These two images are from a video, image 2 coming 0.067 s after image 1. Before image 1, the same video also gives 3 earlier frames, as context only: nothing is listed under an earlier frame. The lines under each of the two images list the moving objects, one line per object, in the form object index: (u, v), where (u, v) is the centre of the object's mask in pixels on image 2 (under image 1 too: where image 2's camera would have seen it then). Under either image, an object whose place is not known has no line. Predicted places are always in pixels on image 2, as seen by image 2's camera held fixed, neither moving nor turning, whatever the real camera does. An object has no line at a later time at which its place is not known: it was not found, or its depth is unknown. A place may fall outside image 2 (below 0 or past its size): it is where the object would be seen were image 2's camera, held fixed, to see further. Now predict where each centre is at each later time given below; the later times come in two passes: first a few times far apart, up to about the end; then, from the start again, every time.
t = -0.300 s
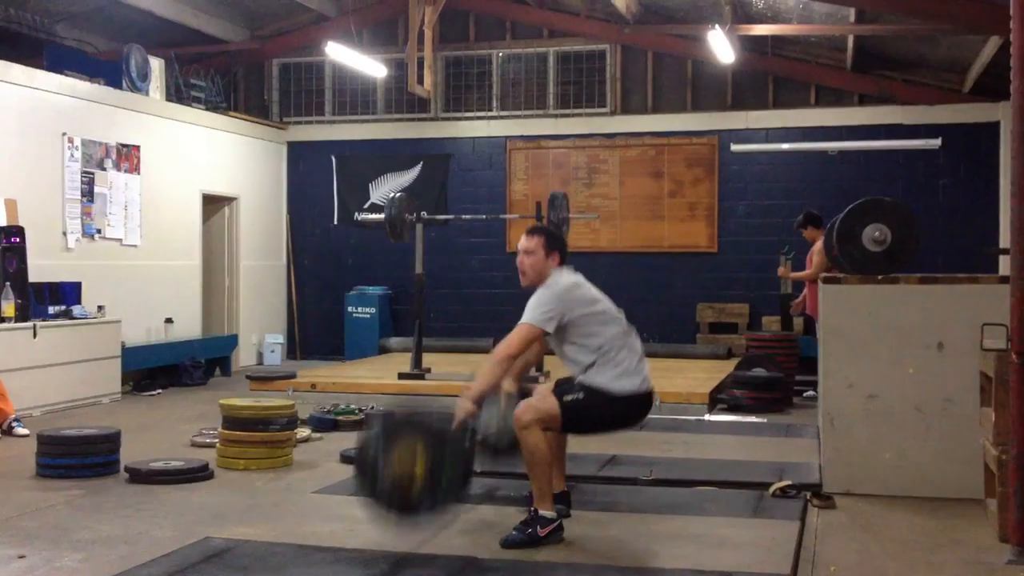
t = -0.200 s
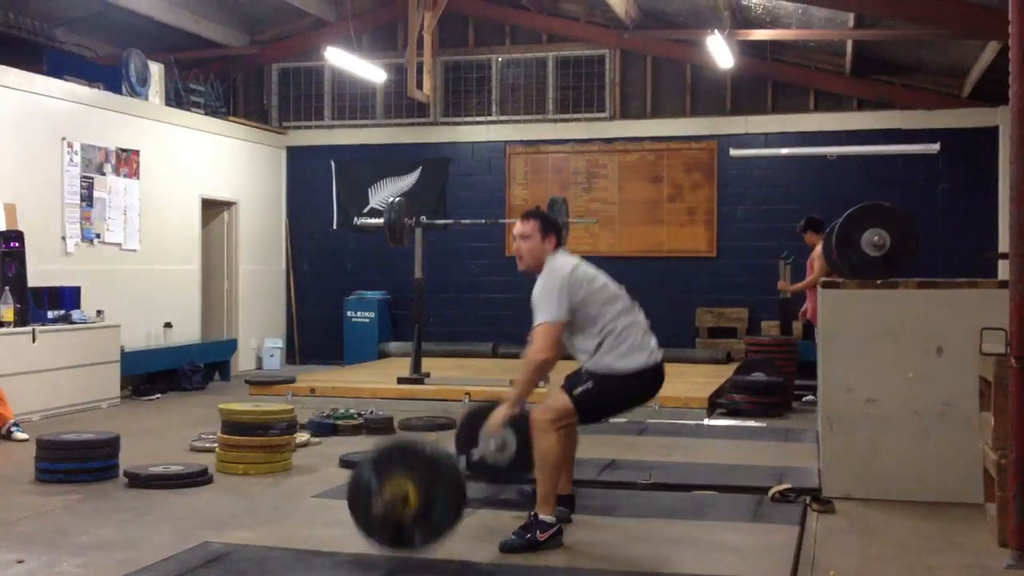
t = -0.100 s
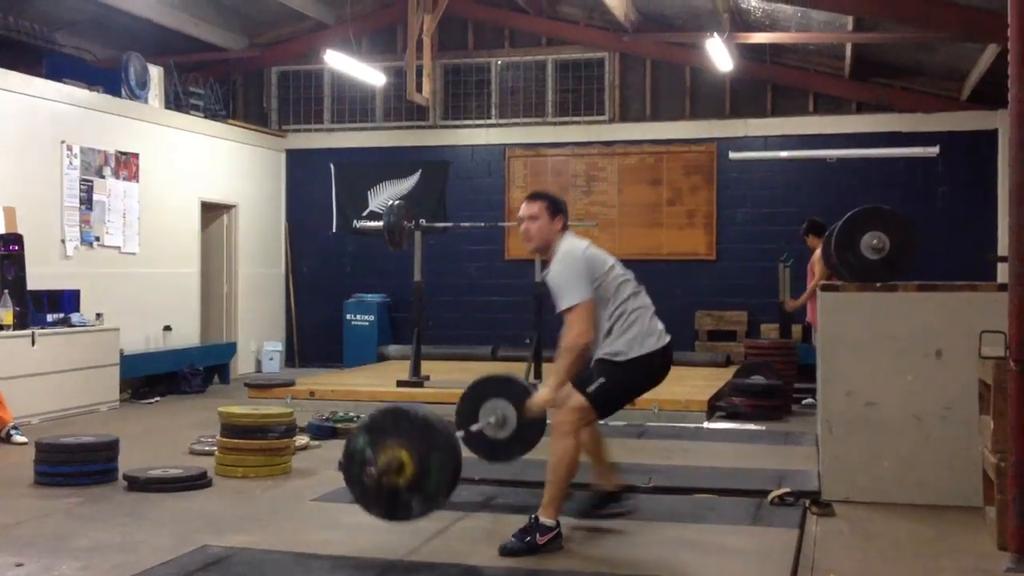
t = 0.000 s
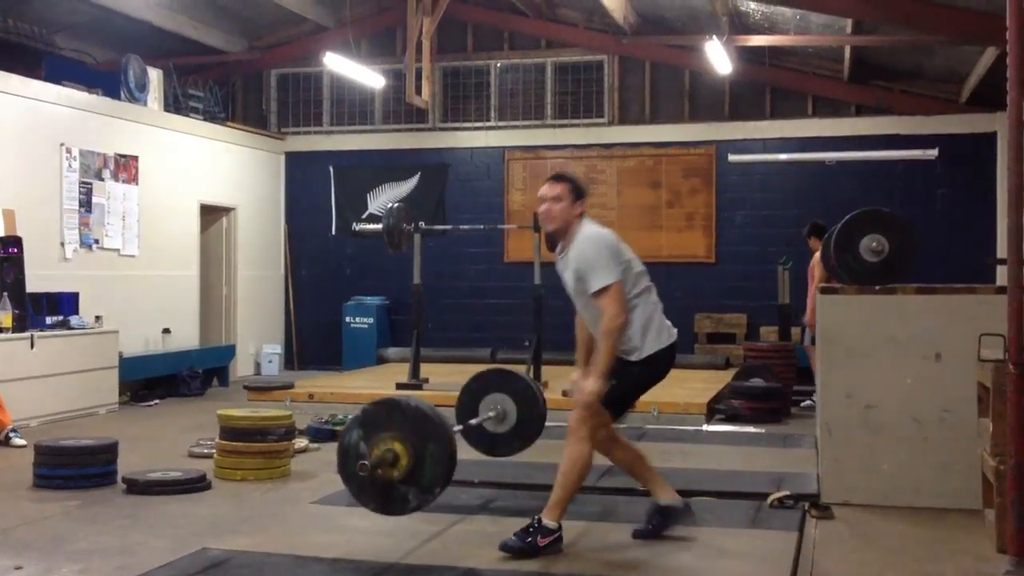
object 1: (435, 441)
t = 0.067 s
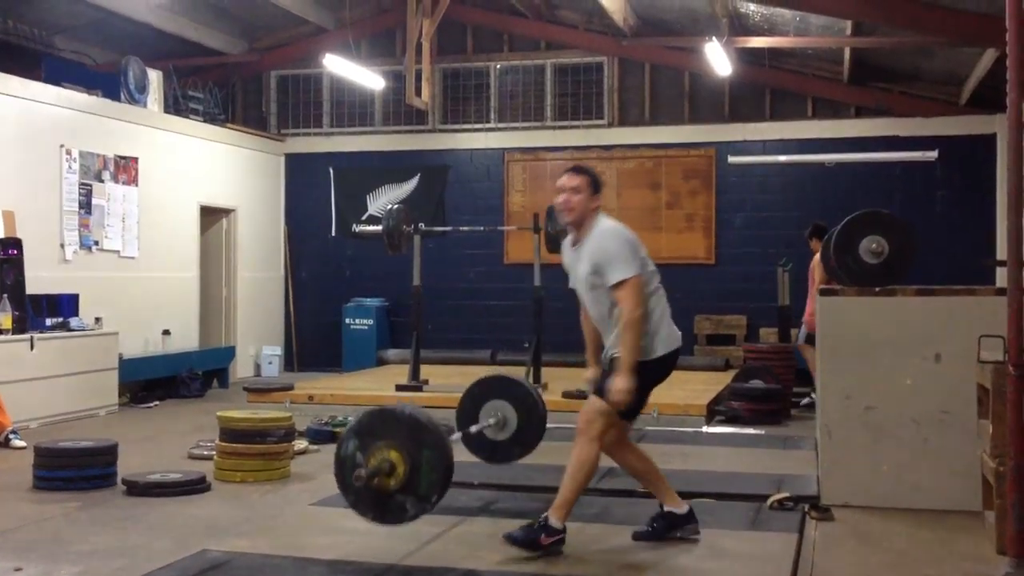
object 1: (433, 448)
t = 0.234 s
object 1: (431, 501)
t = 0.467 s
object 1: (429, 498)
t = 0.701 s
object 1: (432, 499)
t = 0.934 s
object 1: (437, 500)
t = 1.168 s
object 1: (441, 502)
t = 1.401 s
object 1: (448, 503)
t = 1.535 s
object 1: (450, 504)
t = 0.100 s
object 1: (432, 455)
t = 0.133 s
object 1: (431, 464)
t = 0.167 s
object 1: (430, 477)
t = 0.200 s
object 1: (430, 493)
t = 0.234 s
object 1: (431, 501)
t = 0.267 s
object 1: (428, 495)
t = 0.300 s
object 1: (428, 489)
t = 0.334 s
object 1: (429, 486)
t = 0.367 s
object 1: (429, 486)
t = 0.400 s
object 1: (429, 487)
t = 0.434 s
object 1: (429, 493)
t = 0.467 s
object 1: (429, 498)
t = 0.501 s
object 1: (430, 499)
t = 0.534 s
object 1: (431, 497)
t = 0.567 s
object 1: (431, 497)
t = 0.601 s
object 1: (431, 498)
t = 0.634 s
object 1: (431, 499)
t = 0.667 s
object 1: (432, 499)
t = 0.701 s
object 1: (432, 499)
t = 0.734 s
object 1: (433, 499)
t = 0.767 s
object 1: (434, 499)
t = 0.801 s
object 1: (435, 499)
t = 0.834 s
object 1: (435, 500)
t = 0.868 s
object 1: (435, 500)
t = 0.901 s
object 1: (436, 500)
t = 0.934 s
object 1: (437, 500)
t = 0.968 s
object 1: (437, 501)
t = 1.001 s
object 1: (438, 501)
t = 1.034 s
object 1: (438, 501)
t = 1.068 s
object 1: (439, 501)
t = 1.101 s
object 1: (440, 501)
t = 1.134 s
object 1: (440, 501)
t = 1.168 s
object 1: (441, 502)
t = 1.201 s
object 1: (442, 502)
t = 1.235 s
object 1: (443, 502)
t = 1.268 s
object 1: (444, 502)
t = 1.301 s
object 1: (445, 503)
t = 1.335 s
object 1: (446, 503)
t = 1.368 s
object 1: (447, 503)
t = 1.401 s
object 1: (448, 503)
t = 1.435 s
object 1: (449, 503)
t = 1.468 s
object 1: (449, 503)
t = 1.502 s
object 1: (450, 504)
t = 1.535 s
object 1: (450, 504)
